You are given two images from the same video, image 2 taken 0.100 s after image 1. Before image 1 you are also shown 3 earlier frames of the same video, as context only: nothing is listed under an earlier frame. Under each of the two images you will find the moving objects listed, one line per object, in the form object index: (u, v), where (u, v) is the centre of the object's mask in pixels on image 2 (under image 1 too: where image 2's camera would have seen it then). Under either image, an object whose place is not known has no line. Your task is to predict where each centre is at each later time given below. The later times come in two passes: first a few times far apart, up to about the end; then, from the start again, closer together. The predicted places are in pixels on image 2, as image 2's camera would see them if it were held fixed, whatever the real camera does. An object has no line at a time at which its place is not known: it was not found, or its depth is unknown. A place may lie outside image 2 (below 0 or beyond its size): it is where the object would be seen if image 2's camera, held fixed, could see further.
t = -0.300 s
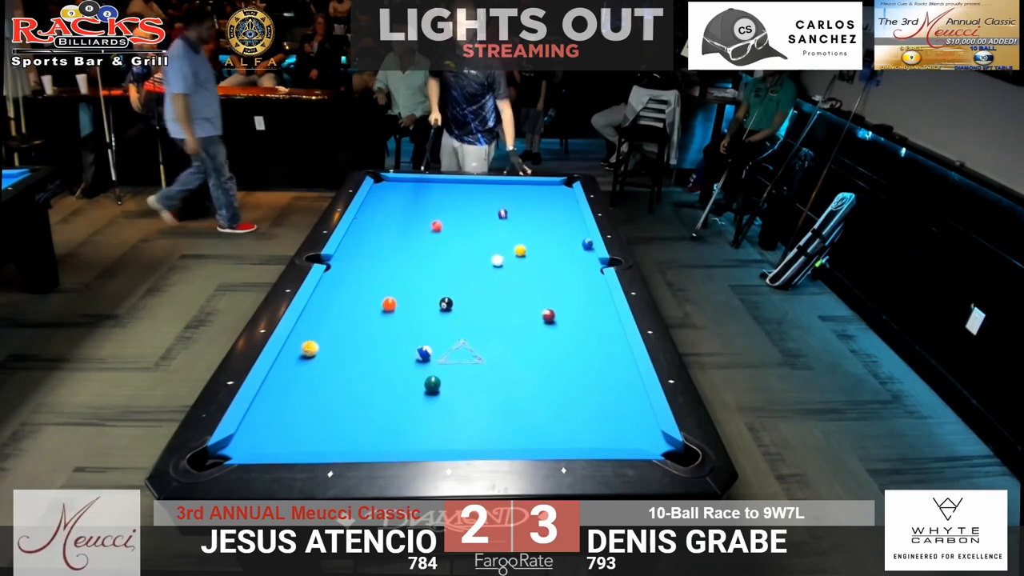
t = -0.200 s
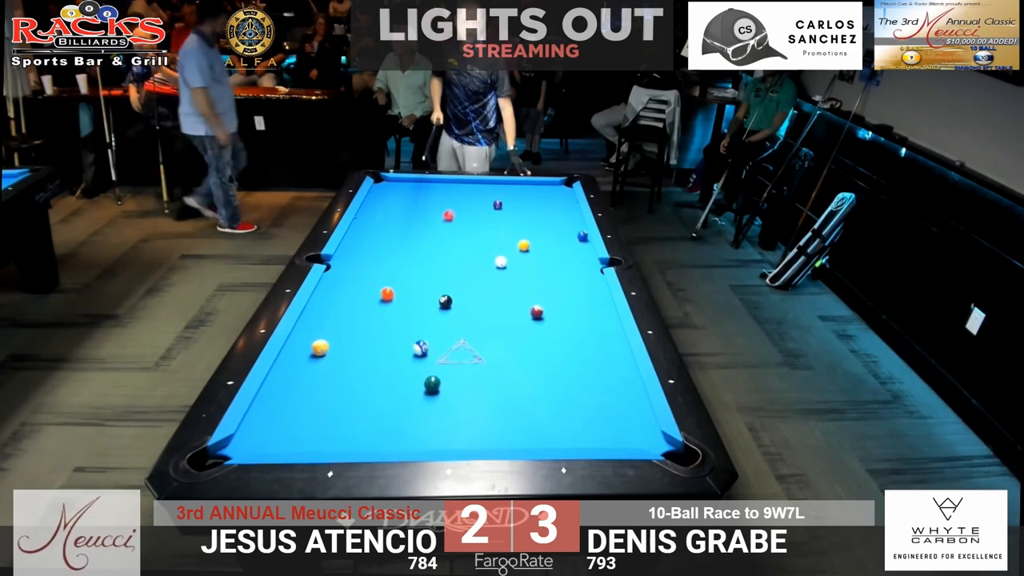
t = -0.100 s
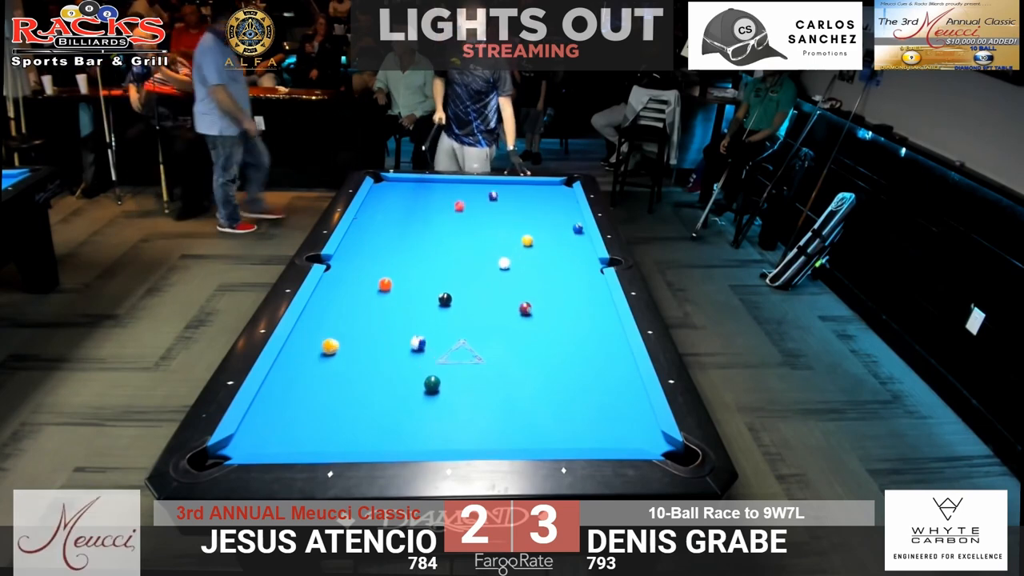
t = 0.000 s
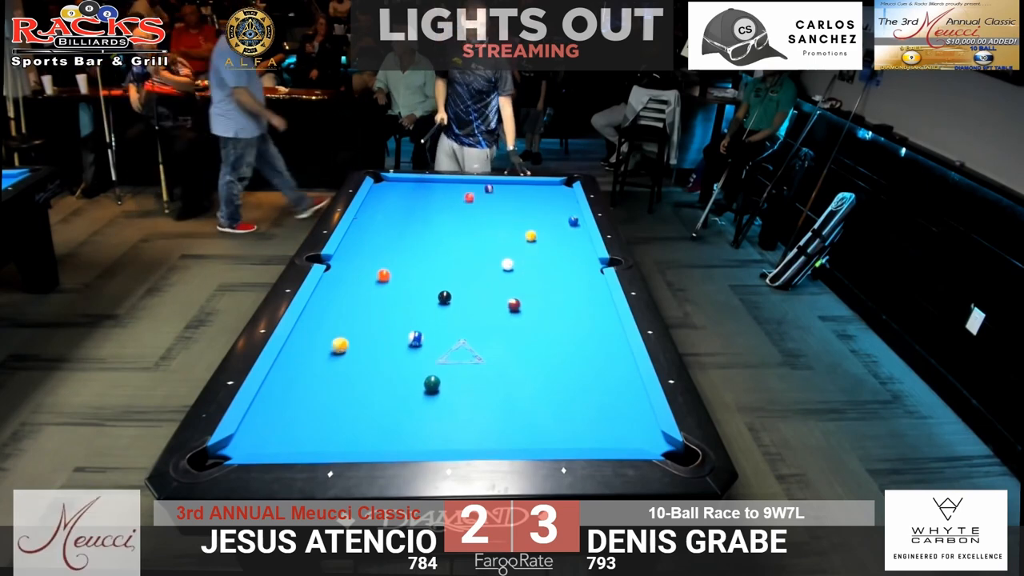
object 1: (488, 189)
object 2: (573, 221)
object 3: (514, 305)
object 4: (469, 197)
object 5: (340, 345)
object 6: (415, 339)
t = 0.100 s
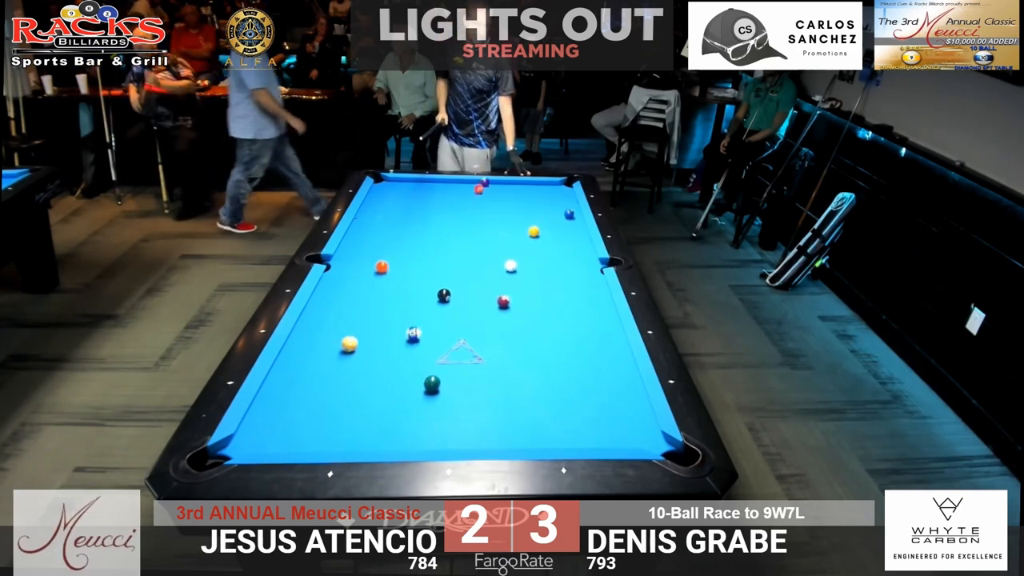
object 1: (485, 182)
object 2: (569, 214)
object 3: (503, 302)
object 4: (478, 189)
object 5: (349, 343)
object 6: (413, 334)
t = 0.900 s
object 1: (479, 204)
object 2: (531, 190)
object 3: (447, 277)
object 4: (486, 210)
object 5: (413, 336)
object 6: (398, 306)
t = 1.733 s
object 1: (472, 222)
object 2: (463, 211)
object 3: (427, 256)
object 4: (495, 238)
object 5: (461, 331)
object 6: (387, 287)
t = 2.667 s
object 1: (466, 239)
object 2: (379, 236)
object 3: (413, 242)
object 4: (507, 270)
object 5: (496, 326)
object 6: (379, 273)
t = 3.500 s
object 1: (462, 252)
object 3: (405, 234)
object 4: (516, 299)
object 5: (512, 324)
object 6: (375, 268)
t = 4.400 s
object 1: (461, 261)
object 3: (400, 231)
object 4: (531, 323)
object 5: (510, 328)
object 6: (377, 274)
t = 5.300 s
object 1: (461, 264)
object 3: (399, 230)
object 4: (547, 334)
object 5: (503, 334)
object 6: (379, 280)
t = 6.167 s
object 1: (462, 264)
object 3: (399, 230)
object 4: (553, 338)
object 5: (503, 334)
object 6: (379, 281)
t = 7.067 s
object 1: (462, 264)
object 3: (399, 230)
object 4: (554, 338)
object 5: (503, 334)
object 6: (379, 281)
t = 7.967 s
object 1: (462, 264)
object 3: (399, 230)
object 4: (554, 338)
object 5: (503, 334)
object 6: (379, 281)
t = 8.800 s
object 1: (462, 264)
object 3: (399, 230)
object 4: (554, 338)
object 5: (503, 334)
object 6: (379, 281)
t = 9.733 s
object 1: (462, 264)
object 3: (399, 230)
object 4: (554, 338)
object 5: (503, 334)
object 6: (379, 281)
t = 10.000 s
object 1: (462, 264)
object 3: (399, 230)
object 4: (554, 338)
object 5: (503, 334)
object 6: (379, 281)
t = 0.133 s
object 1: (484, 182)
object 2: (567, 212)
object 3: (500, 300)
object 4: (481, 187)
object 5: (352, 343)
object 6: (413, 333)
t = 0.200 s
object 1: (486, 183)
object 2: (565, 208)
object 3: (493, 298)
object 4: (480, 190)
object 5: (358, 342)
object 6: (411, 330)
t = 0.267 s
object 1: (486, 186)
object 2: (563, 204)
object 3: (486, 296)
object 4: (480, 193)
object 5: (364, 342)
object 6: (410, 328)
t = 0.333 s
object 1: (485, 188)
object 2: (560, 200)
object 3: (479, 294)
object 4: (480, 195)
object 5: (370, 341)
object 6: (408, 325)
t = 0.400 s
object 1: (485, 190)
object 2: (558, 196)
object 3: (473, 292)
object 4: (480, 196)
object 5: (375, 341)
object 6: (407, 322)
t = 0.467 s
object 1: (484, 192)
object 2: (555, 192)
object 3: (467, 290)
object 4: (481, 198)
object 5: (381, 340)
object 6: (405, 320)
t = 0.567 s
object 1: (483, 194)
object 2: (553, 187)
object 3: (458, 287)
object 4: (482, 199)
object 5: (389, 339)
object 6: (404, 316)
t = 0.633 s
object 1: (481, 196)
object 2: (551, 184)
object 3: (454, 285)
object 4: (483, 202)
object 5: (394, 338)
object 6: (403, 314)
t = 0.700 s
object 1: (480, 198)
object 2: (546, 184)
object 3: (452, 283)
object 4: (483, 204)
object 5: (399, 338)
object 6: (402, 312)
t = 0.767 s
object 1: (480, 200)
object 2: (541, 187)
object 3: (450, 281)
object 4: (484, 206)
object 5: (404, 337)
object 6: (401, 310)
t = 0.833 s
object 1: (479, 202)
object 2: (536, 188)
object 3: (448, 279)
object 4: (485, 208)
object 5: (408, 337)
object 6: (399, 308)
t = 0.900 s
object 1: (479, 204)
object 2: (531, 190)
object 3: (447, 277)
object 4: (486, 210)
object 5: (413, 336)
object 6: (398, 306)
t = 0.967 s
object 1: (478, 205)
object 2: (525, 191)
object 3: (445, 275)
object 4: (486, 212)
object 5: (418, 336)
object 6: (397, 304)
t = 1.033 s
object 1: (478, 207)
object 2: (520, 193)
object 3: (443, 273)
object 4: (487, 214)
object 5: (422, 335)
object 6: (396, 302)
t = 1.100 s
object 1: (478, 208)
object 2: (515, 195)
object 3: (441, 271)
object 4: (488, 217)
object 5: (426, 335)
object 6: (395, 300)
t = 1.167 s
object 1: (477, 210)
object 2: (510, 196)
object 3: (440, 269)
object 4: (489, 219)
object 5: (431, 334)
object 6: (394, 299)
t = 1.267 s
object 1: (476, 212)
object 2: (502, 199)
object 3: (437, 267)
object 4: (490, 222)
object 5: (436, 333)
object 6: (393, 296)
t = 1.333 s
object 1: (476, 213)
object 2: (496, 201)
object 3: (436, 265)
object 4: (491, 224)
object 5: (440, 333)
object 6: (392, 295)
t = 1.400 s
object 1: (475, 215)
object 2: (491, 203)
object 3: (434, 264)
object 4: (492, 227)
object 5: (444, 332)
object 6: (391, 293)
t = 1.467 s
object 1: (474, 216)
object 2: (486, 204)
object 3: (433, 262)
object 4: (492, 229)
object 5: (448, 332)
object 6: (390, 292)
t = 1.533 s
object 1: (474, 218)
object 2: (480, 206)
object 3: (431, 261)
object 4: (493, 231)
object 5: (451, 331)
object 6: (390, 291)
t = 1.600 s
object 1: (473, 219)
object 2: (474, 207)
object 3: (430, 259)
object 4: (494, 233)
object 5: (454, 331)
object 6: (389, 289)
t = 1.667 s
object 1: (473, 220)
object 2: (468, 209)
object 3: (429, 258)
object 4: (494, 236)
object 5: (458, 331)
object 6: (388, 288)
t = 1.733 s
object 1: (472, 222)
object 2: (463, 211)
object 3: (427, 256)
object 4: (495, 238)
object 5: (461, 331)
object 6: (387, 287)
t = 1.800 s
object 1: (472, 223)
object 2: (457, 213)
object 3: (426, 255)
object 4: (496, 240)
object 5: (464, 330)
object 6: (386, 286)
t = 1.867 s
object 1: (471, 224)
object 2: (451, 215)
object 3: (425, 254)
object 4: (497, 242)
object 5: (468, 330)
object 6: (385, 285)
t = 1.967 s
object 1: (471, 226)
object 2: (443, 217)
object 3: (423, 252)
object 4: (498, 246)
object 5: (472, 329)
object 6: (384, 283)
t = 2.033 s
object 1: (470, 228)
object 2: (437, 219)
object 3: (422, 251)
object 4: (499, 248)
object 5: (475, 329)
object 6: (384, 282)
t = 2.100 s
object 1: (470, 229)
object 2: (431, 221)
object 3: (421, 250)
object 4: (500, 250)
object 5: (478, 328)
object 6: (383, 281)
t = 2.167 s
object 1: (469, 230)
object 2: (425, 223)
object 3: (420, 249)
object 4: (501, 253)
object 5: (480, 328)
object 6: (382, 279)
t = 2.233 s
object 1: (468, 232)
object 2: (419, 224)
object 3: (419, 248)
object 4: (502, 255)
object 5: (483, 328)
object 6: (382, 279)
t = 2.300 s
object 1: (468, 232)
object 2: (413, 226)
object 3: (418, 247)
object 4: (502, 258)
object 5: (485, 327)
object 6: (381, 278)
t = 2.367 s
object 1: (468, 234)
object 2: (407, 228)
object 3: (417, 246)
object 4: (503, 260)
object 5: (487, 327)
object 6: (381, 277)
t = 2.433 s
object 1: (467, 235)
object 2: (401, 230)
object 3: (416, 245)
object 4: (504, 262)
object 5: (489, 327)
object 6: (380, 276)
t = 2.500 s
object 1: (467, 237)
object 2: (395, 232)
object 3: (415, 244)
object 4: (505, 265)
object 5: (491, 327)
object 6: (380, 275)
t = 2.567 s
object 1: (467, 237)
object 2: (389, 233)
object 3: (414, 243)
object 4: (505, 267)
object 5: (493, 326)
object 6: (380, 275)
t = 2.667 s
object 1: (466, 239)
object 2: (379, 236)
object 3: (413, 242)
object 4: (507, 270)
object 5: (496, 326)
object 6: (379, 273)
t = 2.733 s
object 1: (465, 241)
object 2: (373, 238)
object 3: (412, 241)
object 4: (507, 273)
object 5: (498, 326)
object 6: (378, 273)
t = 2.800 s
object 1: (465, 241)
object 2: (366, 240)
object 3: (411, 240)
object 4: (508, 275)
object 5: (499, 326)
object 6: (378, 272)
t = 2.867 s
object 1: (465, 242)
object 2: (360, 242)
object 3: (411, 239)
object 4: (509, 277)
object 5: (501, 325)
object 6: (378, 272)
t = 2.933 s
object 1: (464, 243)
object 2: (354, 244)
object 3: (410, 239)
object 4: (510, 280)
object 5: (503, 325)
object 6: (377, 271)
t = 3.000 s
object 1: (464, 245)
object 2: (347, 246)
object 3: (409, 238)
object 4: (511, 282)
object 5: (504, 325)
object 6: (377, 271)
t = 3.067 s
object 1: (464, 246)
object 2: (344, 248)
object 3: (409, 237)
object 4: (512, 284)
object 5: (505, 325)
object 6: (377, 270)
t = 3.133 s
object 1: (463, 247)
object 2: (346, 249)
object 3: (408, 237)
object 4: (512, 287)
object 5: (507, 325)
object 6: (376, 270)
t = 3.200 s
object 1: (463, 247)
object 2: (347, 250)
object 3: (407, 236)
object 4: (513, 288)
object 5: (507, 325)
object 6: (376, 270)
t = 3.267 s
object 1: (463, 249)
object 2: (351, 252)
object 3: (406, 236)
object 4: (514, 291)
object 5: (509, 324)
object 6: (376, 269)
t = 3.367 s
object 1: (462, 250)
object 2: (355, 254)
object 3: (406, 235)
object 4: (515, 295)
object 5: (510, 324)
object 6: (375, 269)
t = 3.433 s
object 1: (462, 251)
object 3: (405, 234)
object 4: (516, 297)
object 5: (511, 324)
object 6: (375, 269)
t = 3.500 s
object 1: (462, 252)
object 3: (405, 234)
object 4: (516, 299)
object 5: (512, 324)
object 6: (375, 268)
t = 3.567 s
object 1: (462, 253)
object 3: (404, 234)
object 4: (517, 301)
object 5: (512, 324)
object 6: (375, 268)
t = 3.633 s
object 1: (461, 254)
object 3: (403, 233)
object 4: (518, 304)
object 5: (513, 324)
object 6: (374, 268)
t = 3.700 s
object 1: (461, 254)
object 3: (403, 233)
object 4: (518, 306)
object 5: (513, 324)
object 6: (374, 268)
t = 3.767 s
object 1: (461, 255)
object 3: (402, 233)
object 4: (519, 308)
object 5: (514, 324)
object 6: (374, 268)
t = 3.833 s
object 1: (461, 256)
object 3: (402, 232)
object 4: (520, 310)
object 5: (514, 324)
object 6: (374, 268)
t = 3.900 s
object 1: (461, 256)
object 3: (402, 232)
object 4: (521, 312)
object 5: (514, 324)
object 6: (374, 269)
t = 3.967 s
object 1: (461, 257)
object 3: (401, 232)
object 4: (522, 313)
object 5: (514, 324)
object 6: (375, 270)
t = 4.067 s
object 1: (461, 258)
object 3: (401, 231)
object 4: (523, 317)
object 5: (514, 324)
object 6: (375, 270)
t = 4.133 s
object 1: (460, 259)
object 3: (401, 231)
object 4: (525, 319)
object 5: (513, 324)
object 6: (376, 271)
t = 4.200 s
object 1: (460, 259)
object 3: (401, 231)
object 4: (526, 320)
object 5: (513, 325)
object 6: (376, 272)
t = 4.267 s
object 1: (460, 260)
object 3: (400, 231)
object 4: (528, 321)
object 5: (512, 326)
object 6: (377, 273)
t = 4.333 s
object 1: (461, 260)
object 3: (400, 231)
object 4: (529, 322)
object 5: (511, 327)
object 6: (377, 274)
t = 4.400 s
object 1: (461, 261)
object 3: (400, 231)
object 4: (531, 323)
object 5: (510, 328)
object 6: (377, 274)
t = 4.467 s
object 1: (461, 262)
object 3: (400, 231)
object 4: (533, 324)
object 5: (509, 328)
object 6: (377, 275)
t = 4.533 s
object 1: (461, 262)
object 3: (399, 231)
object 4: (534, 325)
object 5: (508, 329)
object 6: (377, 276)
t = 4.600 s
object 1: (461, 262)
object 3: (399, 231)
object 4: (535, 326)
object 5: (508, 330)
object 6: (378, 276)
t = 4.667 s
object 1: (461, 263)
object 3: (399, 231)
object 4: (537, 327)
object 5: (507, 330)
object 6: (377, 277)
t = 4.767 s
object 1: (461, 263)
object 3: (399, 231)
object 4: (539, 329)
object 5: (506, 331)
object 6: (378, 278)
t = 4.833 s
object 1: (461, 263)
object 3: (399, 231)
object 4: (540, 330)
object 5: (506, 332)
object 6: (378, 278)
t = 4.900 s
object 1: (461, 264)
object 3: (399, 231)
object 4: (541, 330)
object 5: (505, 332)
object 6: (378, 279)
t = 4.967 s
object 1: (461, 264)
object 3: (399, 231)
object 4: (542, 331)
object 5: (505, 332)
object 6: (378, 279)
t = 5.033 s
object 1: (461, 264)
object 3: (399, 231)
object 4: (543, 332)
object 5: (505, 333)
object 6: (378, 280)
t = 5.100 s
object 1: (461, 264)
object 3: (399, 230)
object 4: (545, 332)
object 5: (504, 333)
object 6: (379, 280)
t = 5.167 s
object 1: (461, 264)
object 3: (399, 230)
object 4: (545, 333)
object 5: (504, 333)
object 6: (378, 280)
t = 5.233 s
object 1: (461, 264)
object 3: (399, 230)
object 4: (546, 334)
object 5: (504, 333)
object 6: (379, 280)
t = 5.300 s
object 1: (461, 264)
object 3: (399, 230)
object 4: (547, 334)
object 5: (503, 334)
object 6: (379, 280)
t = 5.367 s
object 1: (461, 264)
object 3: (399, 230)
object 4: (548, 335)
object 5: (503, 334)
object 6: (379, 280)
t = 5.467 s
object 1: (462, 264)
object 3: (399, 230)
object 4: (549, 336)
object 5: (503, 334)
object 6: (379, 280)
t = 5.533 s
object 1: (462, 264)
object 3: (399, 230)
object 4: (550, 336)
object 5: (503, 334)
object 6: (379, 281)
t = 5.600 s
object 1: (462, 264)
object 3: (399, 230)
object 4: (550, 336)
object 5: (503, 334)
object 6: (379, 281)
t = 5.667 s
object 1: (462, 264)
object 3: (399, 230)
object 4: (551, 337)
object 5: (503, 334)
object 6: (379, 281)
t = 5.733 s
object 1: (462, 264)
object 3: (399, 230)
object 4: (552, 337)
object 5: (503, 334)
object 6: (379, 281)
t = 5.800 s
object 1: (462, 264)
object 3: (399, 230)
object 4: (552, 337)
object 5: (503, 334)
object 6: (379, 281)
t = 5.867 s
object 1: (462, 264)
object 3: (399, 230)
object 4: (553, 337)
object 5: (503, 334)
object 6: (379, 281)
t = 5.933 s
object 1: (462, 264)
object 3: (399, 230)
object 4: (553, 337)
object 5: (503, 334)
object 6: (379, 281)
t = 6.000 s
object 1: (462, 264)
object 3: (399, 230)
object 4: (553, 337)
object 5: (503, 334)
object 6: (379, 281)
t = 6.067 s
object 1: (462, 264)
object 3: (399, 230)
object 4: (553, 337)
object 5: (503, 334)
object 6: (379, 281)
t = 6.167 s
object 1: (462, 264)
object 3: (399, 230)
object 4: (553, 338)
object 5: (503, 334)
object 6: (379, 281)
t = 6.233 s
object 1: (462, 264)
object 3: (399, 230)
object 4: (554, 338)
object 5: (503, 334)
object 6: (379, 281)
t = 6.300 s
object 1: (462, 264)
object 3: (399, 230)
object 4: (554, 338)
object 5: (503, 334)
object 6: (379, 281)
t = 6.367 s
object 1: (462, 264)
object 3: (399, 230)
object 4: (554, 338)
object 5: (503, 334)
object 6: (379, 281)
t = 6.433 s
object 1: (462, 264)
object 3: (399, 230)
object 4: (554, 338)
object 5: (503, 334)
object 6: (379, 281)
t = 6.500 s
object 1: (462, 264)
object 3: (399, 230)
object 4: (554, 338)
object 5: (503, 334)
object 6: (379, 281)
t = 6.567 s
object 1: (462, 264)
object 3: (399, 230)
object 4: (554, 338)
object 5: (503, 334)
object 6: (379, 281)
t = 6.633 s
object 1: (462, 264)
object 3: (399, 230)
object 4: (554, 338)
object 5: (503, 334)
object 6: (379, 281)
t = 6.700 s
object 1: (462, 264)
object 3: (399, 230)
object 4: (554, 338)
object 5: (503, 334)
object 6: (379, 281)
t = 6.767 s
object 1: (462, 264)
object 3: (399, 230)
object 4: (554, 338)
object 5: (503, 334)
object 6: (379, 281)
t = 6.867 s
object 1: (462, 264)
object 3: (399, 230)
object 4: (554, 338)
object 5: (503, 334)
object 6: (379, 281)
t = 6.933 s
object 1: (462, 264)
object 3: (399, 230)
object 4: (554, 338)
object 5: (503, 334)
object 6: (379, 281)
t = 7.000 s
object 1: (462, 264)
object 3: (399, 230)
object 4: (554, 338)
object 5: (503, 334)
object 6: (379, 281)
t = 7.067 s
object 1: (462, 264)
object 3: (399, 230)
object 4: (554, 338)
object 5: (503, 334)
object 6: (379, 281)
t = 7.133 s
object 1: (462, 264)
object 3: (399, 230)
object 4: (554, 338)
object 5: (503, 334)
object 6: (379, 281)
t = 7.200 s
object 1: (462, 264)
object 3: (399, 230)
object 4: (554, 338)
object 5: (503, 334)
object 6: (379, 281)
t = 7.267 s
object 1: (462, 264)
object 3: (399, 230)
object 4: (554, 338)
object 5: (503, 334)
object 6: (379, 281)
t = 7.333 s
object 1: (462, 264)
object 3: (399, 230)
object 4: (554, 338)
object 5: (503, 334)
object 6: (379, 281)
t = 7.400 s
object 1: (462, 264)
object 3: (399, 230)
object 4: (554, 338)
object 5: (503, 334)
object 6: (379, 281)
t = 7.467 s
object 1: (462, 264)
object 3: (399, 230)
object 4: (554, 338)
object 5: (503, 334)
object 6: (379, 281)
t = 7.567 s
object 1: (462, 264)
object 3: (399, 230)
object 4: (554, 338)
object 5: (503, 334)
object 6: (379, 281)
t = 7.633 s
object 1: (462, 264)
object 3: (399, 230)
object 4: (554, 338)
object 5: (503, 334)
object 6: (379, 281)
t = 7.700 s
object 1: (462, 264)
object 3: (399, 230)
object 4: (554, 338)
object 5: (503, 334)
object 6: (379, 281)
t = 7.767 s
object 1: (462, 264)
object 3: (399, 230)
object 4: (554, 338)
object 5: (503, 334)
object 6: (379, 281)
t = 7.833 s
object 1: (462, 264)
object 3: (399, 230)
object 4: (554, 338)
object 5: (503, 334)
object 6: (379, 281)
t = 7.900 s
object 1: (462, 264)
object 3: (399, 230)
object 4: (554, 338)
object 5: (503, 334)
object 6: (379, 281)
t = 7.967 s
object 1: (462, 264)
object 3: (399, 230)
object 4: (554, 338)
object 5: (503, 334)
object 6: (379, 281)
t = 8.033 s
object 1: (462, 264)
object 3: (399, 230)
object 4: (554, 338)
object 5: (503, 334)
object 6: (379, 281)
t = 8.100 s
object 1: (462, 264)
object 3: (399, 230)
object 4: (554, 338)
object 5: (503, 334)
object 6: (379, 281)
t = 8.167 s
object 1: (462, 264)
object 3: (399, 230)
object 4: (554, 338)
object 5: (503, 334)
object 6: (379, 281)
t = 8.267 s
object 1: (462, 264)
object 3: (399, 230)
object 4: (554, 338)
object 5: (503, 334)
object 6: (379, 281)
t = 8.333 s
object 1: (462, 264)
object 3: (399, 230)
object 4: (554, 338)
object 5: (503, 334)
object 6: (379, 281)
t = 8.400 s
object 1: (462, 264)
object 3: (399, 230)
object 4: (554, 338)
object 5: (503, 334)
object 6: (379, 281)
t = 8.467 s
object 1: (462, 264)
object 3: (399, 230)
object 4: (554, 338)
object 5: (503, 334)
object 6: (379, 281)
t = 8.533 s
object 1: (462, 264)
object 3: (399, 230)
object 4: (554, 338)
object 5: (503, 334)
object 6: (379, 281)
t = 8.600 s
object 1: (462, 264)
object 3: (399, 230)
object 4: (554, 338)
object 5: (503, 334)
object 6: (379, 281)
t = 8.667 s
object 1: (462, 264)
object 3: (399, 230)
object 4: (554, 338)
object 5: (503, 334)
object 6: (379, 281)
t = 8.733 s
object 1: (462, 264)
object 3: (399, 230)
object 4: (554, 338)
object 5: (503, 334)
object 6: (379, 281)
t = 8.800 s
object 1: (462, 264)
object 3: (399, 230)
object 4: (554, 338)
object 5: (503, 334)
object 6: (379, 281)
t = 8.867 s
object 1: (462, 264)
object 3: (399, 230)
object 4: (554, 338)
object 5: (503, 334)
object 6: (379, 281)
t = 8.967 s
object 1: (462, 264)
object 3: (399, 230)
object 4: (554, 338)
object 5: (503, 334)
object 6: (379, 281)
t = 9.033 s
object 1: (462, 264)
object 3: (399, 230)
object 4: (554, 338)
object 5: (503, 334)
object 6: (379, 281)
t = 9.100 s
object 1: (462, 264)
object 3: (399, 230)
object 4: (554, 338)
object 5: (503, 334)
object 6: (379, 281)
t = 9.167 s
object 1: (462, 264)
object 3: (399, 230)
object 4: (554, 338)
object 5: (503, 334)
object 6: (379, 281)
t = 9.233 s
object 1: (462, 264)
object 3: (399, 230)
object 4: (554, 338)
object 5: (503, 334)
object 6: (379, 281)
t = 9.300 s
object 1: (462, 264)
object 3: (399, 230)
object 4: (554, 338)
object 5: (503, 334)
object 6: (379, 281)
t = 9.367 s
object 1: (462, 264)
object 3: (399, 230)
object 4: (554, 338)
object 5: (503, 334)
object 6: (379, 281)
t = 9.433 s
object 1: (462, 264)
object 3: (399, 230)
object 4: (554, 338)
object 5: (503, 334)
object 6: (379, 281)
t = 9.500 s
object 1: (462, 264)
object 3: (399, 230)
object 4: (554, 338)
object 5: (503, 334)
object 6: (379, 281)
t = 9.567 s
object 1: (462, 264)
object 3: (399, 230)
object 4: (554, 338)
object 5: (503, 334)
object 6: (379, 281)
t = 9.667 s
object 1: (462, 264)
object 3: (399, 230)
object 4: (554, 338)
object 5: (503, 334)
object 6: (379, 281)
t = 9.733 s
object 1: (462, 264)
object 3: (399, 230)
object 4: (554, 338)
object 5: (503, 334)
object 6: (379, 281)
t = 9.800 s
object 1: (462, 264)
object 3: (399, 230)
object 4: (554, 338)
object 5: (503, 334)
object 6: (379, 281)
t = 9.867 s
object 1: (462, 264)
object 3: (399, 230)
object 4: (554, 338)
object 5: (503, 334)
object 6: (379, 281)
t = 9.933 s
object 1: (462, 264)
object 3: (399, 230)
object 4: (554, 338)
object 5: (503, 334)
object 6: (379, 281)
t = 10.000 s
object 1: (462, 264)
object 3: (399, 230)
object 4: (554, 338)
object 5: (503, 334)
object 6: (379, 281)
